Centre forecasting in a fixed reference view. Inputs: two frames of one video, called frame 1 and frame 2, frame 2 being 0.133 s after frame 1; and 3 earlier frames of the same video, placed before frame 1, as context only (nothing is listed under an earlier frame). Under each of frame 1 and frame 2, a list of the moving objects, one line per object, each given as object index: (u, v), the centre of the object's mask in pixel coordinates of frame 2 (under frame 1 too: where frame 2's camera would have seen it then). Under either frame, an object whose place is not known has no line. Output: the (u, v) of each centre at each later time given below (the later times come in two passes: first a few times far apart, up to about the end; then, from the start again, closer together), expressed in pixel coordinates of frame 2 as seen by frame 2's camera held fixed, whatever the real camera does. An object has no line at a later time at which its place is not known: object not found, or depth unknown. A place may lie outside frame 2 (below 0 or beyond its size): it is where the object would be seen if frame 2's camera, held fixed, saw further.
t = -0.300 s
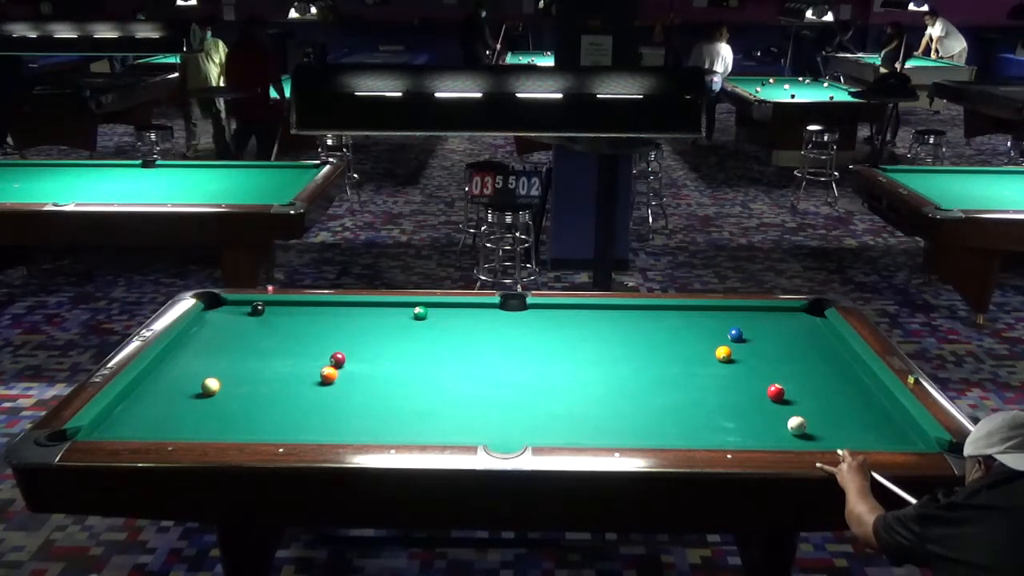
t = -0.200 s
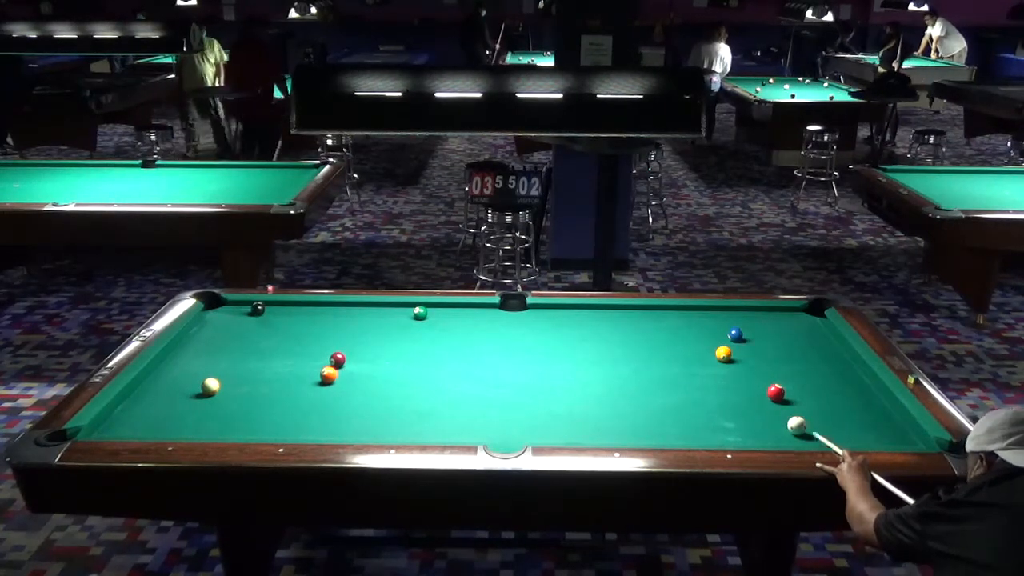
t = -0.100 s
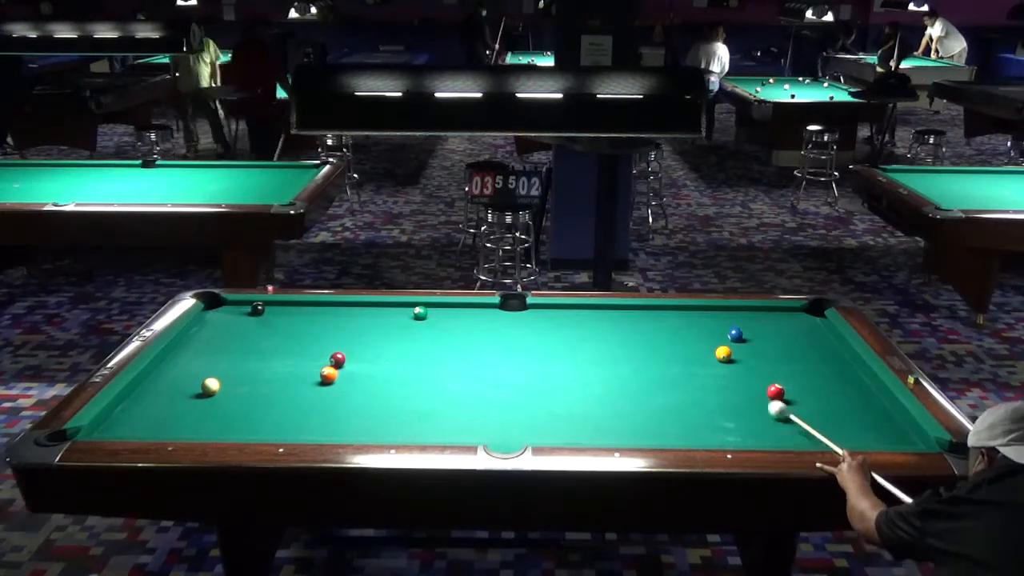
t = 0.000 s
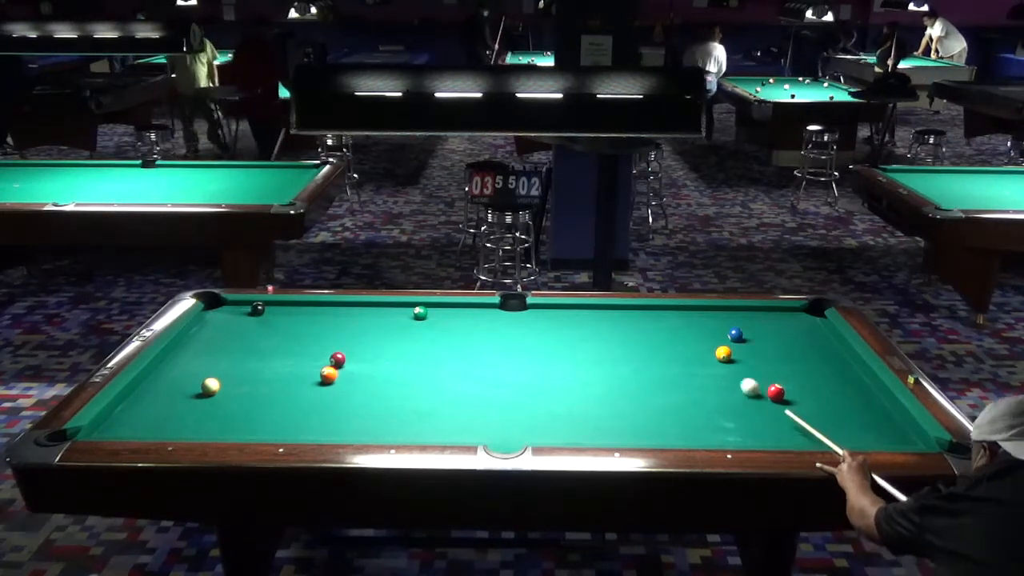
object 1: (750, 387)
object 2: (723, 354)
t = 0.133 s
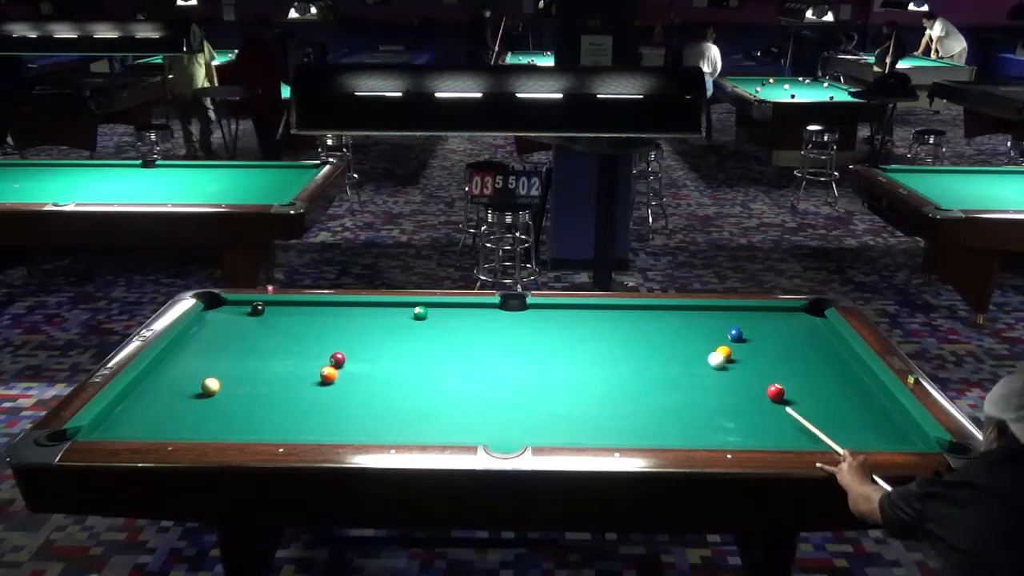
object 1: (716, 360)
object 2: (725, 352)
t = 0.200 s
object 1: (696, 350)
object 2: (728, 352)
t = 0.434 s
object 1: (633, 319)
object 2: (745, 346)
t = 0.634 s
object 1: (597, 313)
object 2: (758, 341)
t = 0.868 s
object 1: (572, 327)
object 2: (771, 336)
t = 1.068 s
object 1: (549, 339)
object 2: (783, 332)
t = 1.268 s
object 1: (525, 352)
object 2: (793, 327)
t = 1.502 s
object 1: (495, 368)
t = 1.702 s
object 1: (468, 382)
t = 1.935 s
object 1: (436, 401)
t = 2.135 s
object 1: (405, 417)
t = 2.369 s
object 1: (369, 432)
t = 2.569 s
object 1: (357, 429)
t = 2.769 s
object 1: (347, 422)
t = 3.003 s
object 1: (337, 413)
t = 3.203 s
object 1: (330, 406)
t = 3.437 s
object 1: (322, 399)
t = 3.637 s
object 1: (316, 393)
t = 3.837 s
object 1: (311, 388)
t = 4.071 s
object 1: (305, 382)
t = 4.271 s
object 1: (300, 378)
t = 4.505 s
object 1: (296, 374)
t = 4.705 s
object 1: (292, 371)
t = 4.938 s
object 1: (289, 367)
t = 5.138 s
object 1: (287, 365)
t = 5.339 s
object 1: (284, 362)
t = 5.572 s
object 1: (282, 360)
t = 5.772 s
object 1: (281, 359)
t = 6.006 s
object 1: (279, 357)
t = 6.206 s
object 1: (278, 356)
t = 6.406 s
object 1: (277, 355)
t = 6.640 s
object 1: (277, 355)
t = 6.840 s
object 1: (277, 355)
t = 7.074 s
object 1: (277, 355)
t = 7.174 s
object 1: (277, 355)
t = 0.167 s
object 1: (707, 355)
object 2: (725, 353)
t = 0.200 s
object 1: (696, 350)
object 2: (728, 352)
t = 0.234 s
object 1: (687, 345)
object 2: (731, 351)
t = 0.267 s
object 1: (677, 341)
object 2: (733, 350)
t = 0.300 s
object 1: (668, 336)
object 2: (735, 349)
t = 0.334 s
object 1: (659, 332)
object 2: (738, 348)
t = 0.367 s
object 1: (650, 327)
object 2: (740, 347)
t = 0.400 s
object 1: (641, 323)
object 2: (743, 347)
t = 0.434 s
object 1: (633, 319)
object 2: (745, 346)
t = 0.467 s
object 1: (625, 315)
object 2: (747, 345)
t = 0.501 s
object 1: (616, 311)
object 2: (749, 344)
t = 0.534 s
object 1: (608, 307)
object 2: (751, 343)
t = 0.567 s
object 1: (605, 309)
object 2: (754, 342)
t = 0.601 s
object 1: (601, 311)
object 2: (755, 342)
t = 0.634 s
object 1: (597, 313)
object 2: (758, 341)
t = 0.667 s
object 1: (594, 315)
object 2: (760, 340)
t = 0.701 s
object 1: (590, 317)
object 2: (762, 339)
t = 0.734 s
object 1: (587, 319)
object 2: (764, 338)
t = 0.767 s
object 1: (583, 321)
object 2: (766, 338)
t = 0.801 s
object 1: (580, 323)
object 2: (768, 337)
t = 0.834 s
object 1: (576, 325)
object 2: (770, 336)
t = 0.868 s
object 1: (572, 327)
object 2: (771, 336)
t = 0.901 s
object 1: (568, 329)
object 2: (773, 335)
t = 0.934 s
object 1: (564, 330)
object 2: (775, 334)
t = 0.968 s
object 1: (561, 333)
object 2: (777, 334)
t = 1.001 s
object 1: (557, 335)
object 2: (779, 333)
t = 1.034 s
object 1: (553, 337)
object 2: (781, 332)
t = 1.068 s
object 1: (549, 339)
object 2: (783, 332)
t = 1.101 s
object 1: (545, 341)
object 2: (785, 331)
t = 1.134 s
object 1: (541, 343)
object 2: (786, 330)
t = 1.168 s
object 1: (537, 345)
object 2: (788, 329)
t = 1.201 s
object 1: (533, 348)
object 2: (790, 329)
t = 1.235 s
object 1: (529, 349)
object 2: (792, 328)
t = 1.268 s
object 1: (525, 352)
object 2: (793, 327)
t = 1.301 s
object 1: (521, 354)
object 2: (795, 327)
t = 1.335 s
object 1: (516, 356)
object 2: (797, 327)
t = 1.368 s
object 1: (512, 358)
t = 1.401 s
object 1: (508, 361)
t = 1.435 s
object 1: (504, 363)
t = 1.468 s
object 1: (499, 366)
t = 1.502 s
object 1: (495, 368)
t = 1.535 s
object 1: (491, 370)
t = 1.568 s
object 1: (486, 372)
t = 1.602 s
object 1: (482, 375)
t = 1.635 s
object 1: (477, 377)
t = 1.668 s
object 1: (473, 380)
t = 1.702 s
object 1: (468, 382)
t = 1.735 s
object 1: (464, 385)
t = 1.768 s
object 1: (459, 387)
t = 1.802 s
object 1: (455, 390)
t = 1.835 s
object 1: (450, 392)
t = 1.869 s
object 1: (445, 395)
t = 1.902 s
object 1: (440, 398)
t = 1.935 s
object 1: (436, 401)
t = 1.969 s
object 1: (431, 403)
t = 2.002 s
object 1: (425, 406)
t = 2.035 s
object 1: (421, 409)
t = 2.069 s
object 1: (415, 411)
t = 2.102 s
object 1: (410, 414)
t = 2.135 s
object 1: (405, 417)
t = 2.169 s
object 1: (400, 420)
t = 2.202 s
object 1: (395, 423)
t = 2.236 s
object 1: (390, 426)
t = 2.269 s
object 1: (384, 427)
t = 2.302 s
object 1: (380, 429)
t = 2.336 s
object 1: (374, 430)
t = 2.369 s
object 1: (369, 432)
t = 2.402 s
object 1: (364, 433)
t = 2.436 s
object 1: (363, 432)
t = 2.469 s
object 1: (361, 431)
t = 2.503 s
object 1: (360, 431)
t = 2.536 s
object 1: (358, 430)
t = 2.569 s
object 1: (357, 429)
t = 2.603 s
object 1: (355, 428)
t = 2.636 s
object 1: (353, 427)
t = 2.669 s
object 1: (352, 426)
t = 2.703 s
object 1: (350, 424)
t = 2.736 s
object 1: (349, 423)
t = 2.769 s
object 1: (347, 422)
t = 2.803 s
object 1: (346, 421)
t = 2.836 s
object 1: (344, 419)
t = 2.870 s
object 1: (343, 418)
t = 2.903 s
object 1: (341, 417)
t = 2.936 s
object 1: (340, 415)
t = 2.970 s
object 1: (339, 414)
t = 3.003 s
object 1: (337, 413)
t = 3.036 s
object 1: (336, 412)
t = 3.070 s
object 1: (335, 410)
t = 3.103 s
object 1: (334, 409)
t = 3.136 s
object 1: (332, 408)
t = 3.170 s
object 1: (331, 407)
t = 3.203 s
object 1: (330, 406)
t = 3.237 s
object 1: (329, 405)
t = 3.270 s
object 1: (328, 404)
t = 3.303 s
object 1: (326, 403)
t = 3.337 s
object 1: (325, 402)
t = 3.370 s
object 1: (324, 401)
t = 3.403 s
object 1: (323, 400)
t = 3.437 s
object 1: (322, 399)
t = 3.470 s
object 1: (321, 398)
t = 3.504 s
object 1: (320, 397)
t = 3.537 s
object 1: (319, 396)
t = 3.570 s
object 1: (318, 395)
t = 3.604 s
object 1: (317, 394)
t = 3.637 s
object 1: (316, 393)
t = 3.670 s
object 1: (315, 392)
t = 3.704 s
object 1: (314, 391)
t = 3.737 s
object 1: (313, 390)
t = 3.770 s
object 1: (312, 390)
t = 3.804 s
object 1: (312, 389)
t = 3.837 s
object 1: (311, 388)
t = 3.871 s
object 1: (310, 387)
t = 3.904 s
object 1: (309, 386)
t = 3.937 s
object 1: (308, 385)
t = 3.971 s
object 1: (307, 384)
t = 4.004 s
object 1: (306, 384)
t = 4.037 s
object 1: (306, 383)
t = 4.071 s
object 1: (305, 382)
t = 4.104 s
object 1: (304, 381)
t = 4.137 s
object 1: (303, 381)
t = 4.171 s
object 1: (303, 380)
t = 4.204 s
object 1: (302, 380)
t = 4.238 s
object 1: (301, 379)
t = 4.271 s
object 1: (300, 378)
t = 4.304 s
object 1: (300, 378)
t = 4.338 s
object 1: (299, 377)
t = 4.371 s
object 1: (298, 376)
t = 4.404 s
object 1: (298, 376)
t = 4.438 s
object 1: (297, 375)
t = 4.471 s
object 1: (297, 374)
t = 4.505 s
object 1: (296, 374)
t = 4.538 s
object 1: (295, 373)
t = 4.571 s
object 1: (295, 373)
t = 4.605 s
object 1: (294, 372)
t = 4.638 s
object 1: (293, 371)
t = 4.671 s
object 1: (293, 371)
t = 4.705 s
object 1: (292, 371)
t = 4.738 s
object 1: (292, 370)
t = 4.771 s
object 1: (291, 369)
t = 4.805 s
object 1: (291, 369)
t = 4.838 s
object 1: (290, 369)
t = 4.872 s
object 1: (290, 368)
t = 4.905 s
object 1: (290, 368)
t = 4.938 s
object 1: (289, 367)
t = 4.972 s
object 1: (289, 367)
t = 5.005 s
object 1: (288, 366)
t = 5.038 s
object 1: (288, 366)
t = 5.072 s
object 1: (287, 365)
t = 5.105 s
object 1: (287, 365)
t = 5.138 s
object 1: (287, 365)
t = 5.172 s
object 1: (286, 364)
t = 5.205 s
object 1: (286, 364)
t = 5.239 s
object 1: (285, 363)
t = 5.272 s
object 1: (285, 363)
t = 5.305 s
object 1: (285, 363)
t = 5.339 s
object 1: (284, 362)
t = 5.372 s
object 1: (284, 362)
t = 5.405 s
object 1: (284, 362)
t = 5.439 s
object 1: (283, 361)
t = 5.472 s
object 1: (283, 361)
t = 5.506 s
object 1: (283, 361)
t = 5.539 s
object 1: (282, 360)
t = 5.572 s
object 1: (282, 360)
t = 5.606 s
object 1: (282, 360)
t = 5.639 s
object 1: (282, 360)
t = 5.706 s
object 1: (281, 359)
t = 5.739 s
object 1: (281, 359)
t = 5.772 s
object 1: (281, 359)
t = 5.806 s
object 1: (281, 358)
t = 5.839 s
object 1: (281, 358)
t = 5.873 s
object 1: (280, 358)
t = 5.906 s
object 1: (280, 358)
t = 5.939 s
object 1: (280, 357)
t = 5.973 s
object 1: (280, 357)
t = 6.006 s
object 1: (279, 357)
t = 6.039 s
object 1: (279, 357)
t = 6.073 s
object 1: (279, 357)
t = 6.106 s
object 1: (279, 356)
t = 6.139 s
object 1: (279, 356)
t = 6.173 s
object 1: (278, 356)
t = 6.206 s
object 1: (278, 356)
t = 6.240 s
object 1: (278, 356)
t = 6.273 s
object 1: (278, 356)
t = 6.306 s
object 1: (278, 356)
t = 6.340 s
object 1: (278, 356)
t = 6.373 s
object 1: (277, 356)
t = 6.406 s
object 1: (277, 355)
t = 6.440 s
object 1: (277, 355)
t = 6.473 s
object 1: (277, 355)
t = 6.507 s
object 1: (277, 355)
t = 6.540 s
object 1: (277, 355)
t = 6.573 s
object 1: (277, 355)
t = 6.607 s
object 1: (277, 355)
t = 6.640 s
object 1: (277, 355)
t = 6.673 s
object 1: (277, 355)
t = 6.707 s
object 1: (277, 355)
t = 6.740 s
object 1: (277, 355)
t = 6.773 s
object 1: (277, 355)
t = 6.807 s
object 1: (277, 355)
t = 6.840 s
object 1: (277, 355)
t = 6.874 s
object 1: (277, 355)
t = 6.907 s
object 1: (277, 355)
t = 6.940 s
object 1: (277, 355)
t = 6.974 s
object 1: (277, 355)
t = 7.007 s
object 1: (277, 355)
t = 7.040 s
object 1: (277, 355)
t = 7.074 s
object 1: (277, 355)
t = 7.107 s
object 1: (277, 355)
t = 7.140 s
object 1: (277, 355)
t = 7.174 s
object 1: (277, 355)
